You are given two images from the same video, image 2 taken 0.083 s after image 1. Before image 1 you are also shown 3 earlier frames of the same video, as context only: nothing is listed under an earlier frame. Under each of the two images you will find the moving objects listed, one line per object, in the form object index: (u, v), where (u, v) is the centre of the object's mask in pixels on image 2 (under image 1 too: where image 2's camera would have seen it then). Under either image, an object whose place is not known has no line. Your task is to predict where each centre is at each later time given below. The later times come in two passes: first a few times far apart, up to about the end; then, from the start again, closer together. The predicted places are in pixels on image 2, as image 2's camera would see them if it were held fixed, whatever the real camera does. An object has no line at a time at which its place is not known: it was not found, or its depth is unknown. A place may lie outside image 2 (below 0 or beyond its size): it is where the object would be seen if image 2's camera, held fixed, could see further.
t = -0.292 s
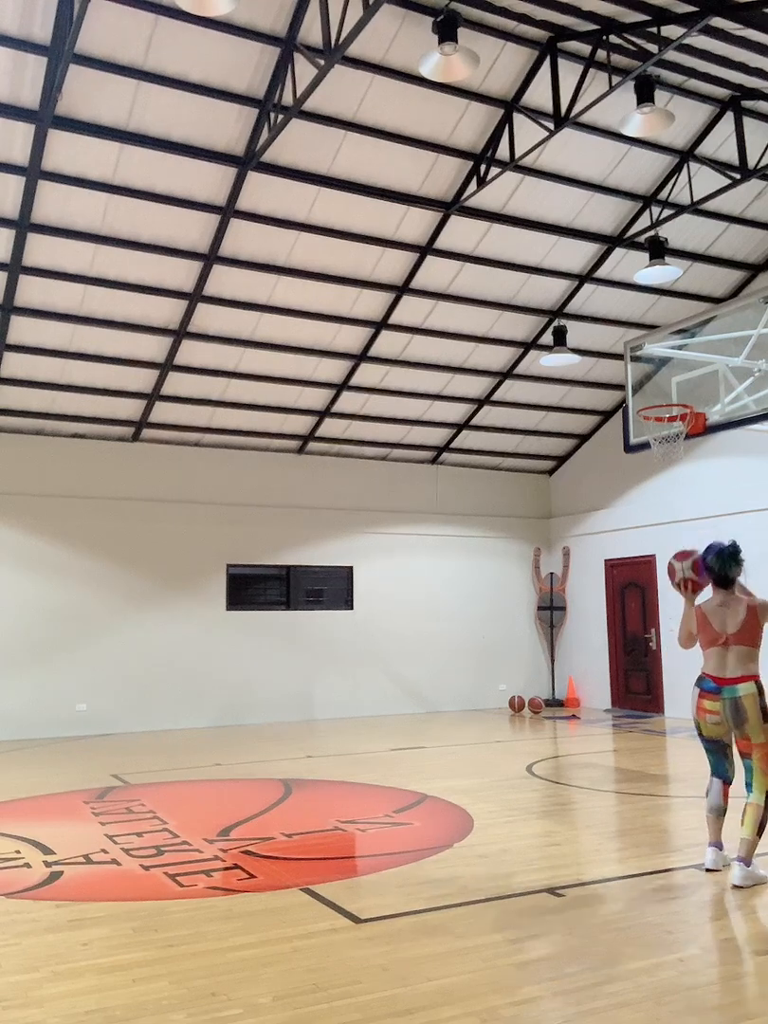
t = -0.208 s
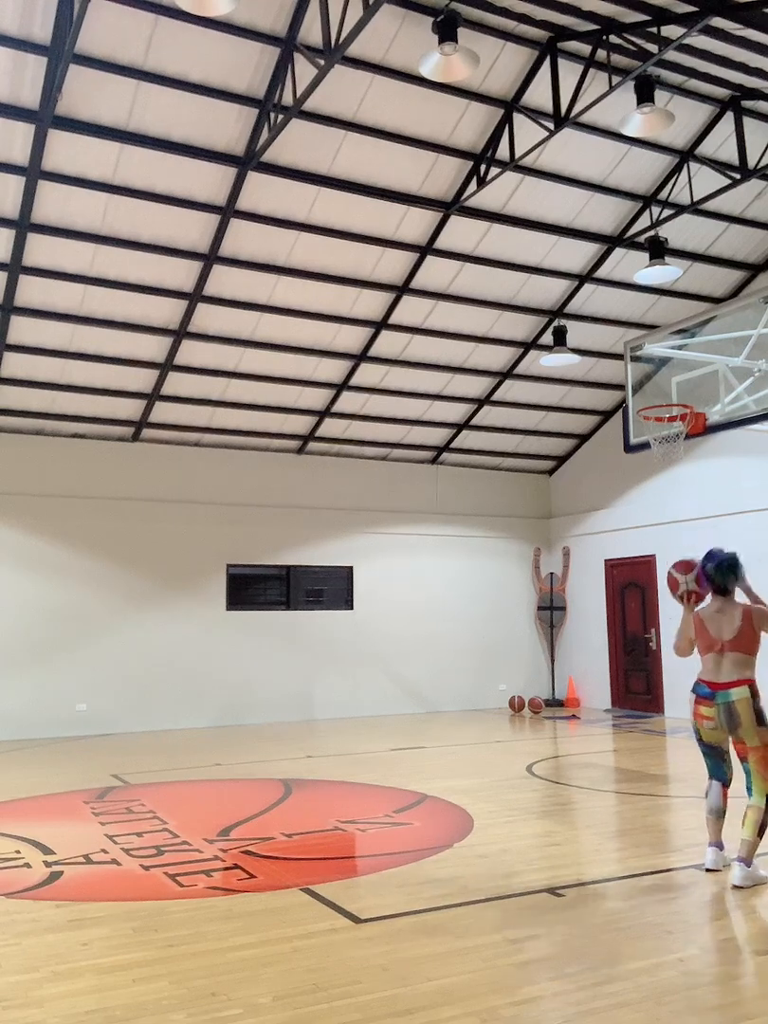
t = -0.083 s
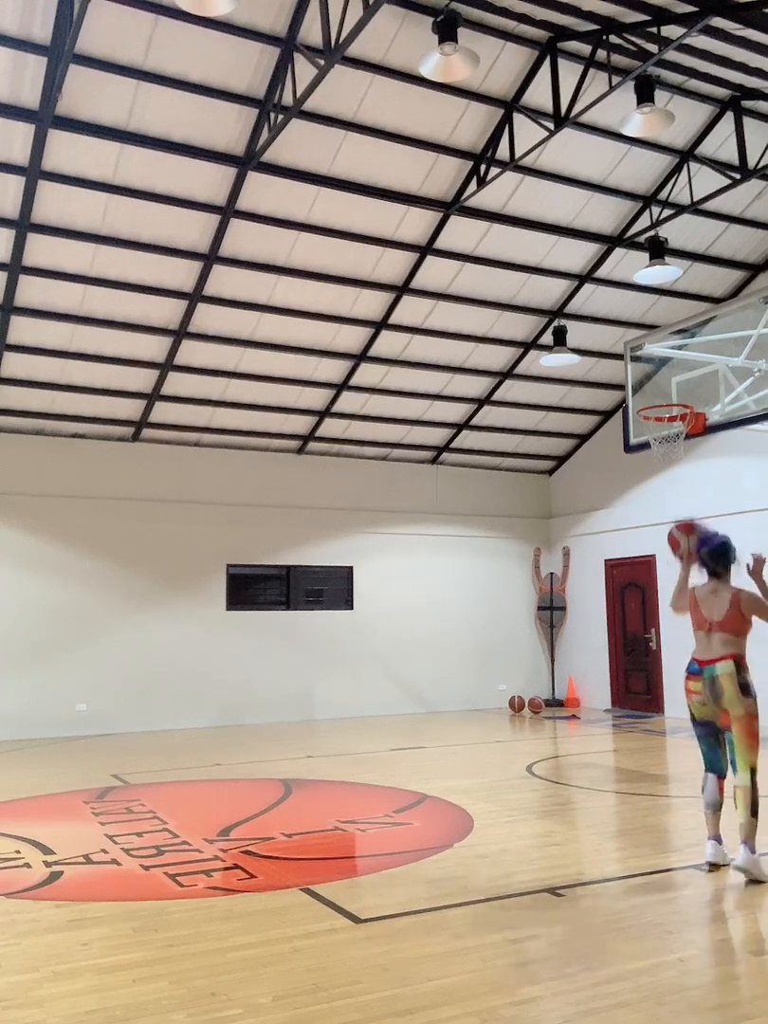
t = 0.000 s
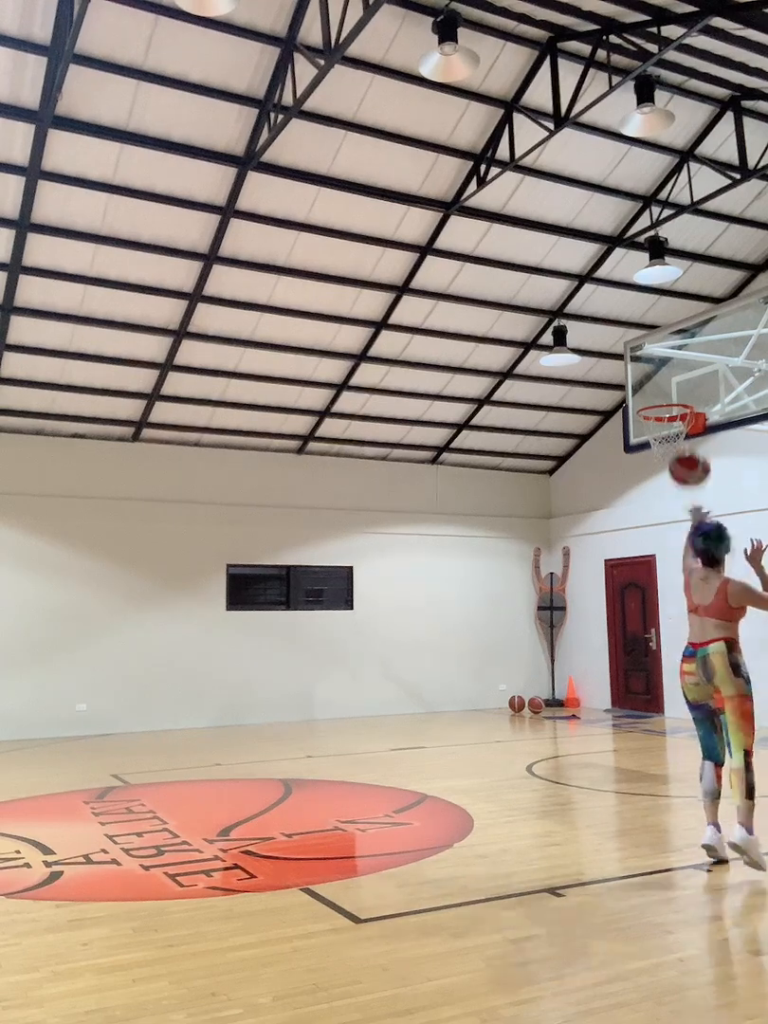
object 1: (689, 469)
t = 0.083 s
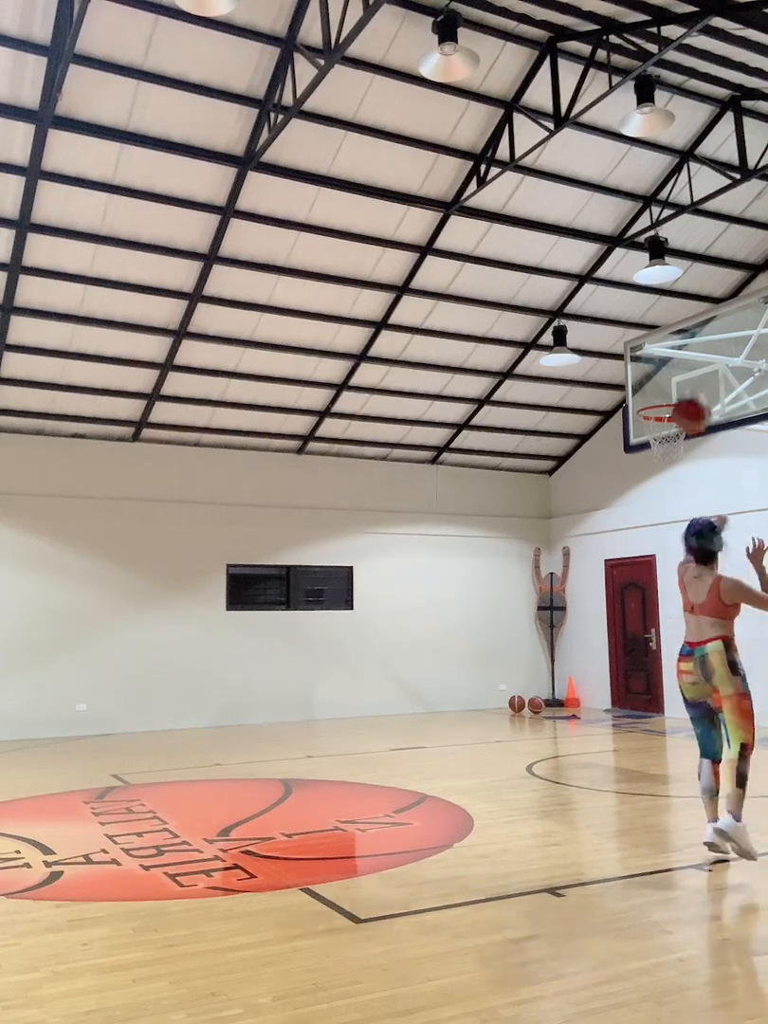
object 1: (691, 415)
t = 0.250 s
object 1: (695, 348)
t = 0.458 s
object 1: (702, 329)
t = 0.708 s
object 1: (711, 373)
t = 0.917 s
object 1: (652, 428)
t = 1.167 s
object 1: (652, 450)
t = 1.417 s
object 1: (682, 505)
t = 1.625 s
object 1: (710, 603)
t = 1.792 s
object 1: (734, 717)
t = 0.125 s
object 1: (691, 392)
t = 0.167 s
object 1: (692, 375)
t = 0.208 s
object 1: (694, 359)
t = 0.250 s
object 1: (695, 348)
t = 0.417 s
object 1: (700, 328)
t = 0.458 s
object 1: (702, 329)
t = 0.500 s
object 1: (704, 332)
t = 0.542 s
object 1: (705, 337)
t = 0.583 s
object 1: (706, 343)
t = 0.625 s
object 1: (708, 353)
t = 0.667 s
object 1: (710, 361)
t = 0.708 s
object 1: (711, 373)
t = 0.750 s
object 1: (699, 380)
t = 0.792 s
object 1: (686, 390)
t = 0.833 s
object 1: (675, 399)
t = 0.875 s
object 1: (661, 414)
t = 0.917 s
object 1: (652, 428)
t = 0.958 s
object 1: (647, 435)
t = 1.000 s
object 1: (644, 437)
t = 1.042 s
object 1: (644, 439)
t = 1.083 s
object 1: (645, 441)
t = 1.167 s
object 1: (652, 450)
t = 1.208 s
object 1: (656, 456)
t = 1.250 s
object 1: (661, 461)
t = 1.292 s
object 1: (667, 468)
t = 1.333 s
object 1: (672, 479)
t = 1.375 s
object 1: (677, 491)
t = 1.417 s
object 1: (682, 505)
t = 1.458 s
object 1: (688, 521)
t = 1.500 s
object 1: (693, 538)
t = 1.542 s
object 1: (699, 558)
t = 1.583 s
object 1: (705, 580)
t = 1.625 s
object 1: (710, 603)
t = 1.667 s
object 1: (716, 629)
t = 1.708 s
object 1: (722, 657)
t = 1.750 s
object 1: (728, 685)
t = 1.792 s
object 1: (734, 717)
